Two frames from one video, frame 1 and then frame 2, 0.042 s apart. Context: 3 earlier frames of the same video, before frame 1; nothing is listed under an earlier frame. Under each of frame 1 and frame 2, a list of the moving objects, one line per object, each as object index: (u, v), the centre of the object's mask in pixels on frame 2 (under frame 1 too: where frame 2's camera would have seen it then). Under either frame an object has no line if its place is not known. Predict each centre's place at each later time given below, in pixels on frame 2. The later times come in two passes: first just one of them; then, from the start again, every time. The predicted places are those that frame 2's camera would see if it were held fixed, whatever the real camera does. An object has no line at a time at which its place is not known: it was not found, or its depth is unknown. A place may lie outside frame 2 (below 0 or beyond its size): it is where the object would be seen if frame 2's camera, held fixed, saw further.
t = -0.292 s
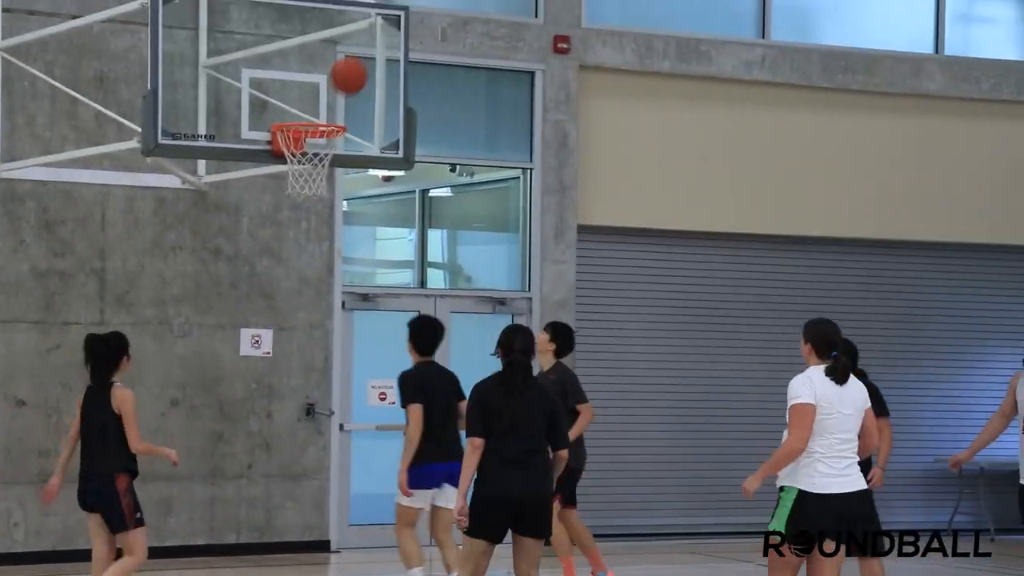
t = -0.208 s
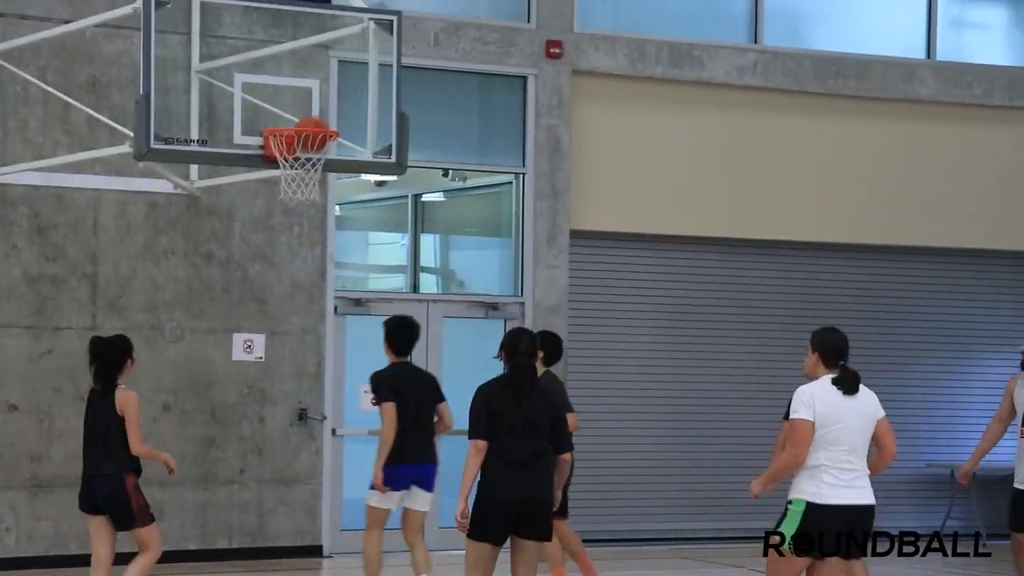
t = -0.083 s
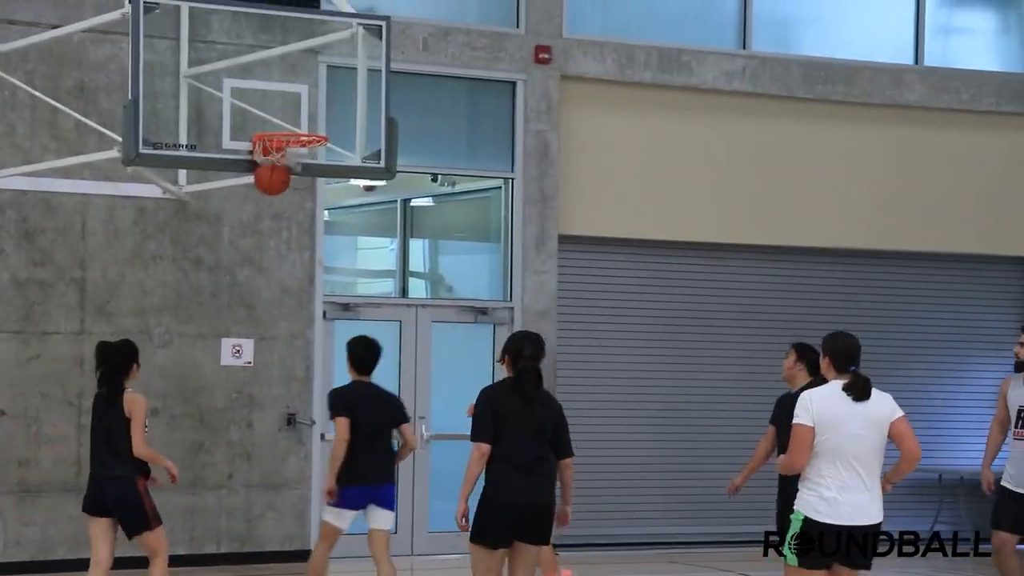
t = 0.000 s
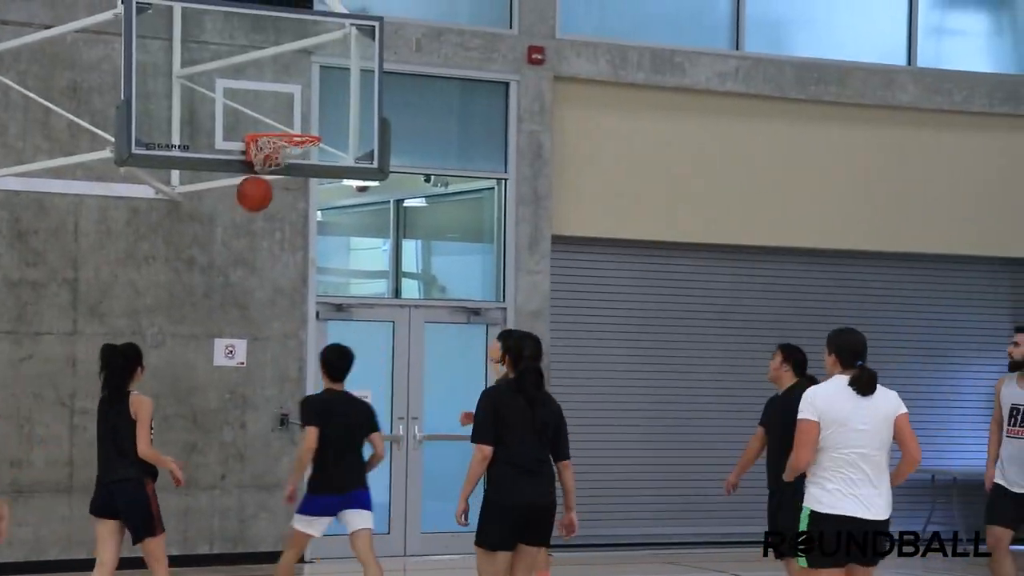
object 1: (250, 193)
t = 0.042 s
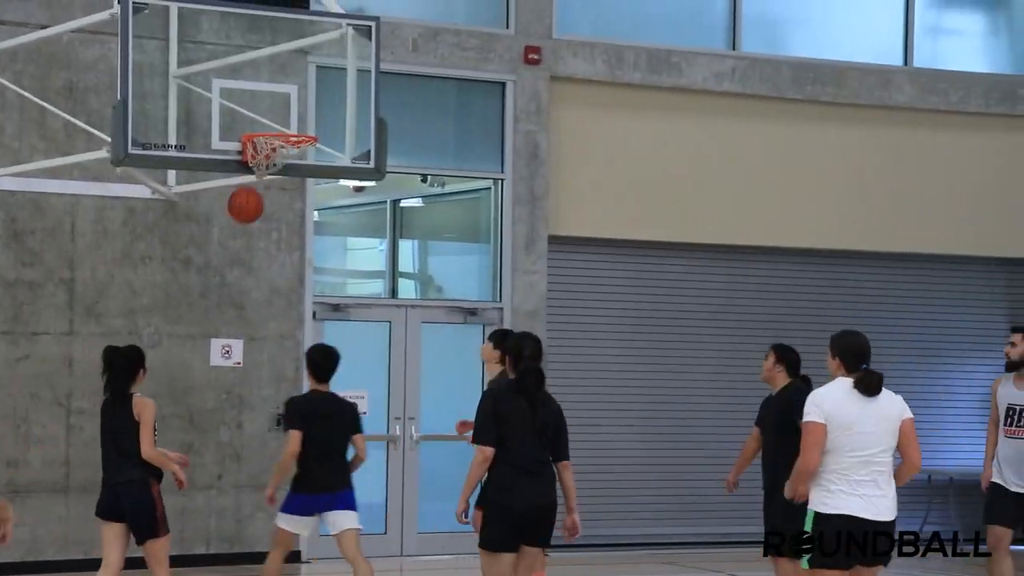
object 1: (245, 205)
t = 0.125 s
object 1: (235, 236)
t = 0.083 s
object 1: (240, 219)
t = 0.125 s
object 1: (235, 236)
